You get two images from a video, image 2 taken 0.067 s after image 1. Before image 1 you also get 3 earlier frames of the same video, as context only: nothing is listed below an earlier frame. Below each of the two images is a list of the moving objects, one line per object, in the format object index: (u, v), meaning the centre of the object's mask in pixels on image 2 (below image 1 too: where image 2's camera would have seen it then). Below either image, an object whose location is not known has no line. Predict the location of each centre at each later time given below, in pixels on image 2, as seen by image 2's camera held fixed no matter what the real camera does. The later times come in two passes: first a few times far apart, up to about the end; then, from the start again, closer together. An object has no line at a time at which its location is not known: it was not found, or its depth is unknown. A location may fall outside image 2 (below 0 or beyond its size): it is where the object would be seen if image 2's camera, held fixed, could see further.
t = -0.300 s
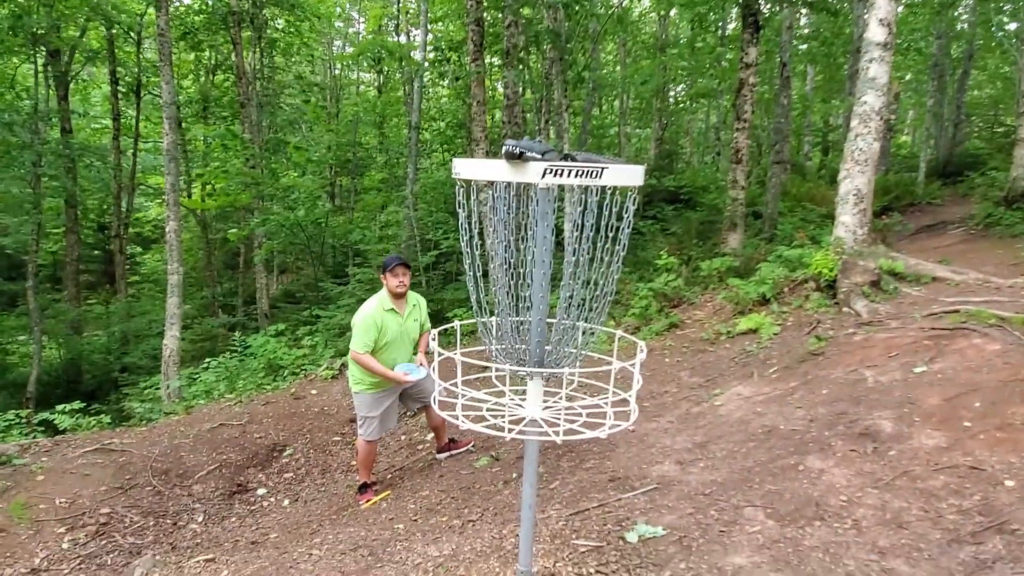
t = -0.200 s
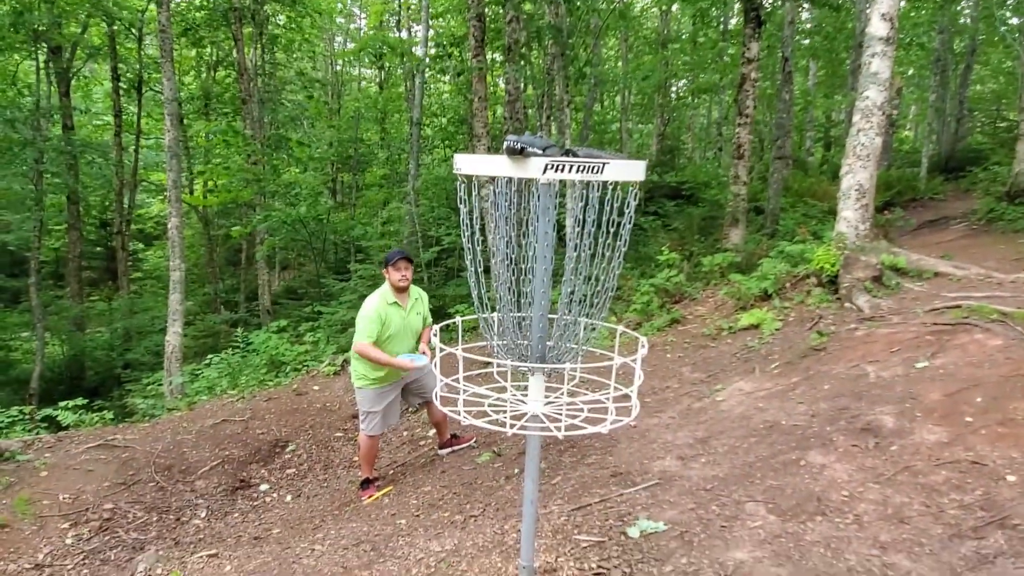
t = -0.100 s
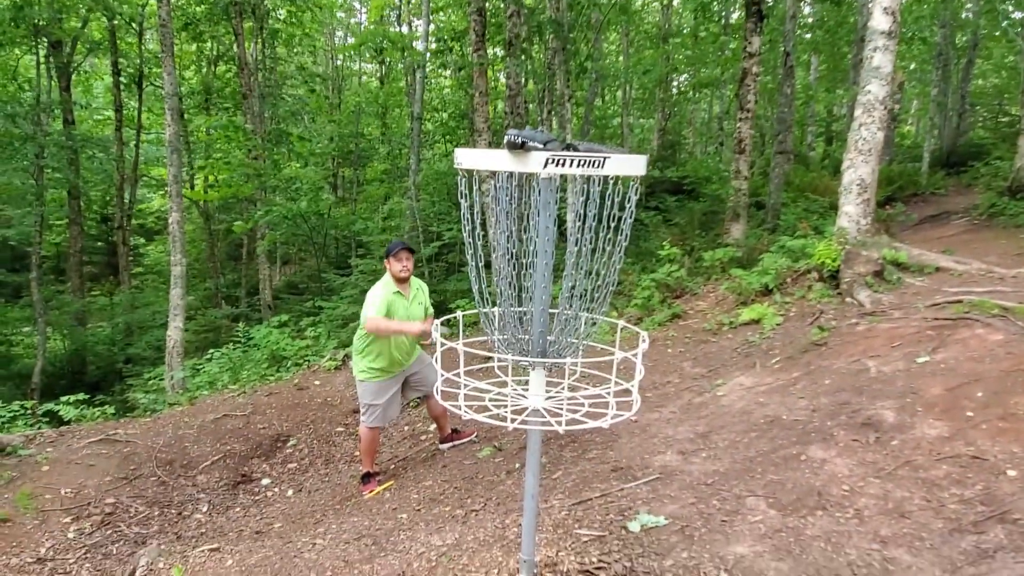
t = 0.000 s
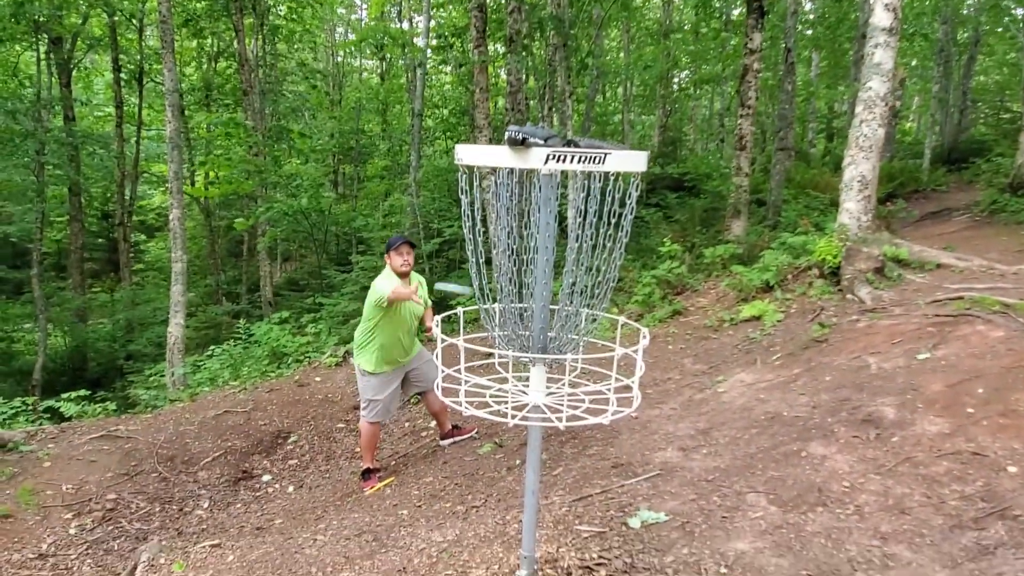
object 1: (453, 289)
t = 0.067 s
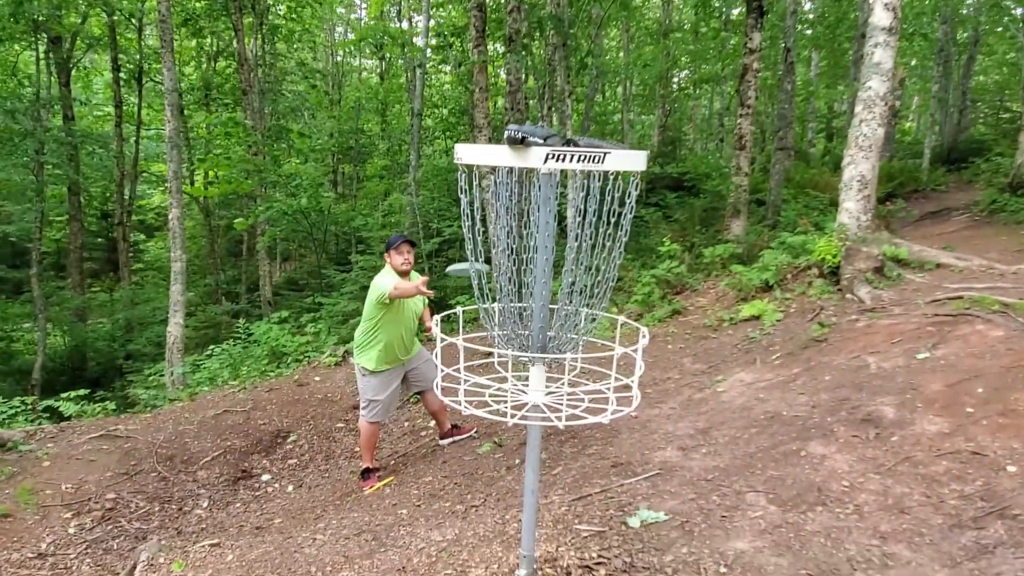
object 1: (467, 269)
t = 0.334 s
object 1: (556, 277)
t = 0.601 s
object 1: (581, 325)
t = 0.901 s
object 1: (582, 337)
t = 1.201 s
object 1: (572, 360)
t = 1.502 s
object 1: (562, 376)
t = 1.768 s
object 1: (562, 377)
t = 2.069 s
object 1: (562, 377)
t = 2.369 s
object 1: (562, 376)
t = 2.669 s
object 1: (563, 377)
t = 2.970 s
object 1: (563, 377)
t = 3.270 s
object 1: (563, 377)
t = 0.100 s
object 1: (473, 263)
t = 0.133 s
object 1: (478, 257)
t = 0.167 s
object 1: (492, 256)
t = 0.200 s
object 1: (502, 255)
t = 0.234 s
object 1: (508, 257)
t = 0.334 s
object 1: (556, 277)
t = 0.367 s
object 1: (565, 291)
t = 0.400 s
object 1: (568, 301)
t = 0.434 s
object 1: (572, 312)
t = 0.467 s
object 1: (577, 323)
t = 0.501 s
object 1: (580, 321)
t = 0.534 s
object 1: (579, 322)
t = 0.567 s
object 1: (580, 324)
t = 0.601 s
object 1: (581, 325)
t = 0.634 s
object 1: (580, 326)
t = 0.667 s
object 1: (580, 326)
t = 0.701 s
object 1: (581, 325)
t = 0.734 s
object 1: (581, 325)
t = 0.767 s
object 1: (581, 326)
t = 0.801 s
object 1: (583, 326)
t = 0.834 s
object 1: (583, 328)
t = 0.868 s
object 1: (584, 331)
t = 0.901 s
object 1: (582, 337)
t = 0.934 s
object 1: (580, 345)
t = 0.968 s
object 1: (575, 355)
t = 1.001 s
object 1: (576, 354)
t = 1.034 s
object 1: (576, 352)
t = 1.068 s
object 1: (576, 353)
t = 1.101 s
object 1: (576, 357)
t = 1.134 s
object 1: (577, 358)
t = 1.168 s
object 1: (576, 361)
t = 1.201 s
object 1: (572, 360)
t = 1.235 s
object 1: (572, 367)
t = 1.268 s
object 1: (569, 367)
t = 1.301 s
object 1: (566, 372)
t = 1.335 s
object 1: (564, 374)
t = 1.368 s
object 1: (562, 375)
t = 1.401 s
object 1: (563, 374)
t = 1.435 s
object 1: (563, 375)
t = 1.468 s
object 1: (563, 376)
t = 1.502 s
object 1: (562, 376)
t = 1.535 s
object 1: (562, 376)
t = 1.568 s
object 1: (562, 376)
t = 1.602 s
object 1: (562, 376)
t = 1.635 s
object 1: (562, 376)
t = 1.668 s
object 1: (562, 377)
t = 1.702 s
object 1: (562, 377)
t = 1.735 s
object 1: (562, 377)
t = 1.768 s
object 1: (562, 377)
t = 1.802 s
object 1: (562, 377)
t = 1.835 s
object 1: (562, 376)
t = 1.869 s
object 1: (562, 376)
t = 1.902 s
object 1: (562, 376)
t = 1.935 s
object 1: (562, 376)
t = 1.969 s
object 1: (562, 376)
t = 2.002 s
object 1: (562, 376)
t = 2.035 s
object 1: (562, 376)
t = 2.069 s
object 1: (562, 377)
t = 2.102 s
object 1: (562, 376)
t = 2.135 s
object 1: (562, 376)
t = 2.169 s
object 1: (562, 376)
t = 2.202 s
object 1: (562, 376)
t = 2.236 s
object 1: (562, 376)
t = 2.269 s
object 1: (562, 377)
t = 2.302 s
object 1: (562, 376)
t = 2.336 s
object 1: (562, 376)
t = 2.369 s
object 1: (562, 376)
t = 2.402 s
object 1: (562, 377)
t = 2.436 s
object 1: (562, 377)
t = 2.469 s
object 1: (562, 377)
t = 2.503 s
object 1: (562, 377)
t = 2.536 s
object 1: (563, 377)
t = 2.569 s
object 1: (562, 377)
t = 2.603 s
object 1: (562, 376)
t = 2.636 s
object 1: (563, 377)
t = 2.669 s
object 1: (563, 377)
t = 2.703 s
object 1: (563, 377)
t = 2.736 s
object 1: (563, 377)
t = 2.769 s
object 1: (563, 377)
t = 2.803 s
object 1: (563, 377)
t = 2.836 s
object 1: (563, 376)
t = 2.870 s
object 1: (563, 376)
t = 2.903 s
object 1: (562, 376)
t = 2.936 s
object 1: (563, 376)
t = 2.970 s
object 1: (563, 377)
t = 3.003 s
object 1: (563, 377)
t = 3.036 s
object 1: (563, 377)
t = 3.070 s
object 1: (563, 377)
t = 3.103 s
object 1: (563, 377)
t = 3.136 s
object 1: (563, 377)
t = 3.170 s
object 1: (563, 377)
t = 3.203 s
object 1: (563, 377)
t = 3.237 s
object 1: (563, 377)
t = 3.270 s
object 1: (563, 377)
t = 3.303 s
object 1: (564, 377)
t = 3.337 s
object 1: (564, 377)
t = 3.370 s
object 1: (564, 377)
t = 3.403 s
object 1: (564, 377)
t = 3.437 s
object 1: (565, 377)
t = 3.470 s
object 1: (564, 377)
